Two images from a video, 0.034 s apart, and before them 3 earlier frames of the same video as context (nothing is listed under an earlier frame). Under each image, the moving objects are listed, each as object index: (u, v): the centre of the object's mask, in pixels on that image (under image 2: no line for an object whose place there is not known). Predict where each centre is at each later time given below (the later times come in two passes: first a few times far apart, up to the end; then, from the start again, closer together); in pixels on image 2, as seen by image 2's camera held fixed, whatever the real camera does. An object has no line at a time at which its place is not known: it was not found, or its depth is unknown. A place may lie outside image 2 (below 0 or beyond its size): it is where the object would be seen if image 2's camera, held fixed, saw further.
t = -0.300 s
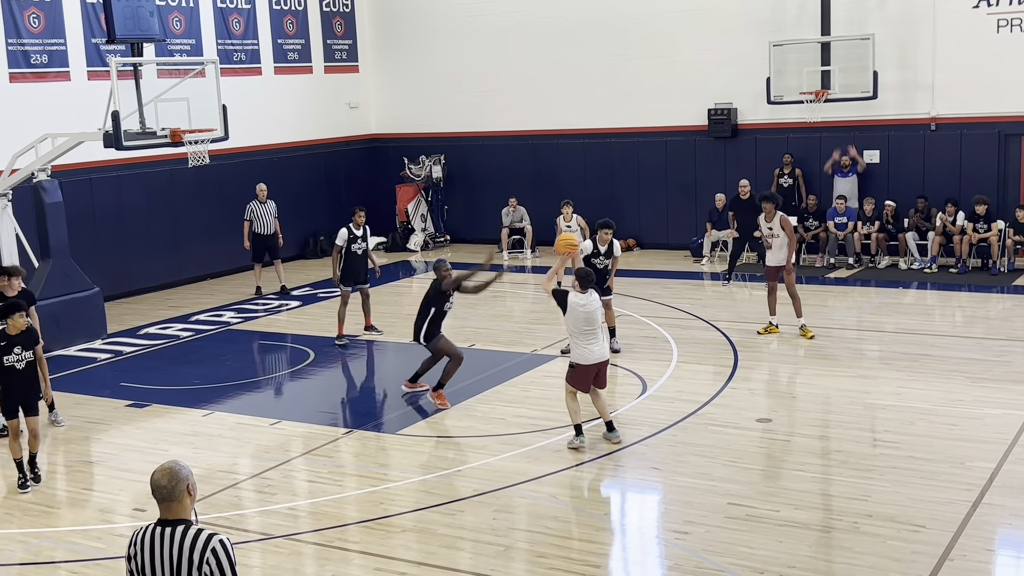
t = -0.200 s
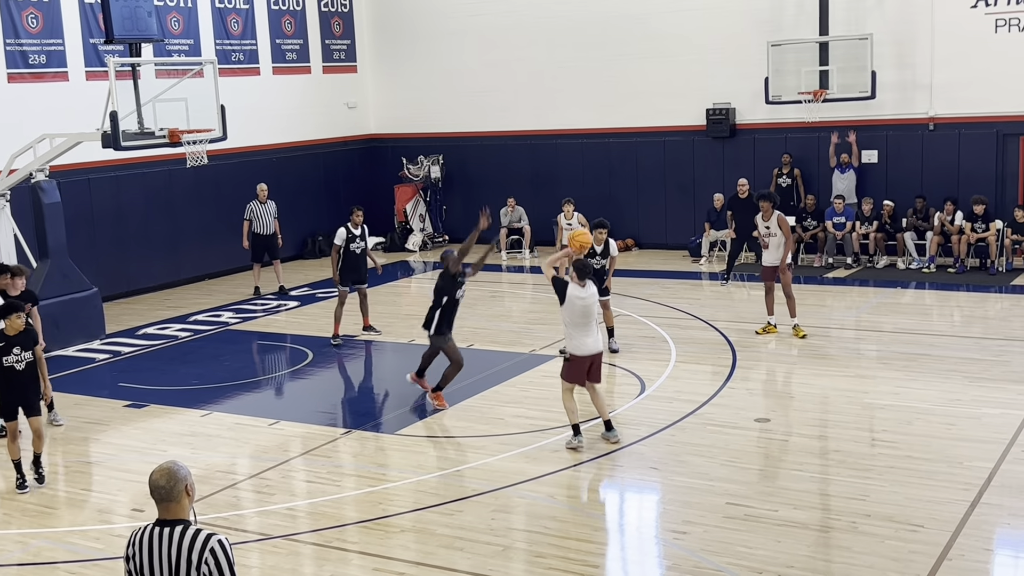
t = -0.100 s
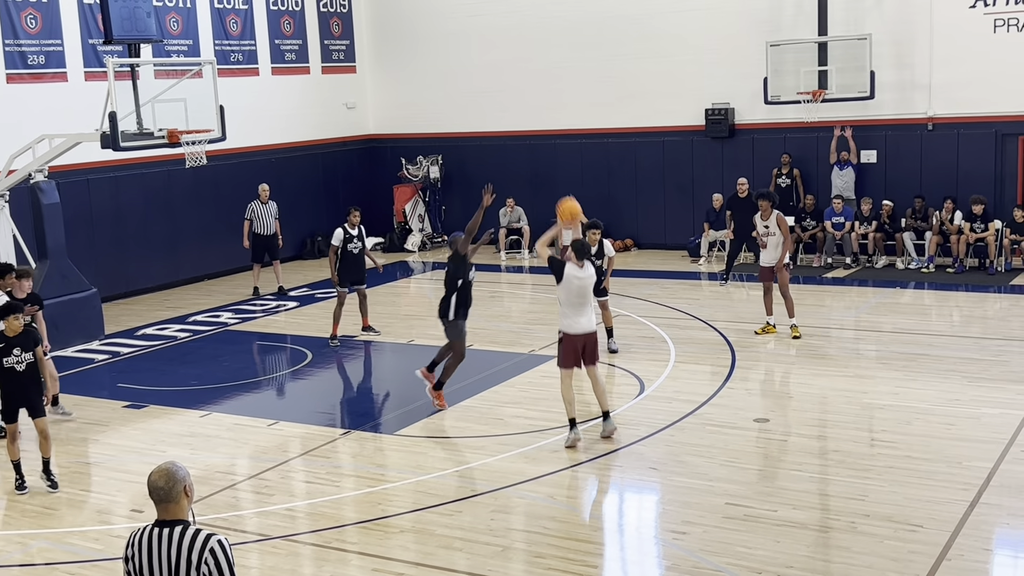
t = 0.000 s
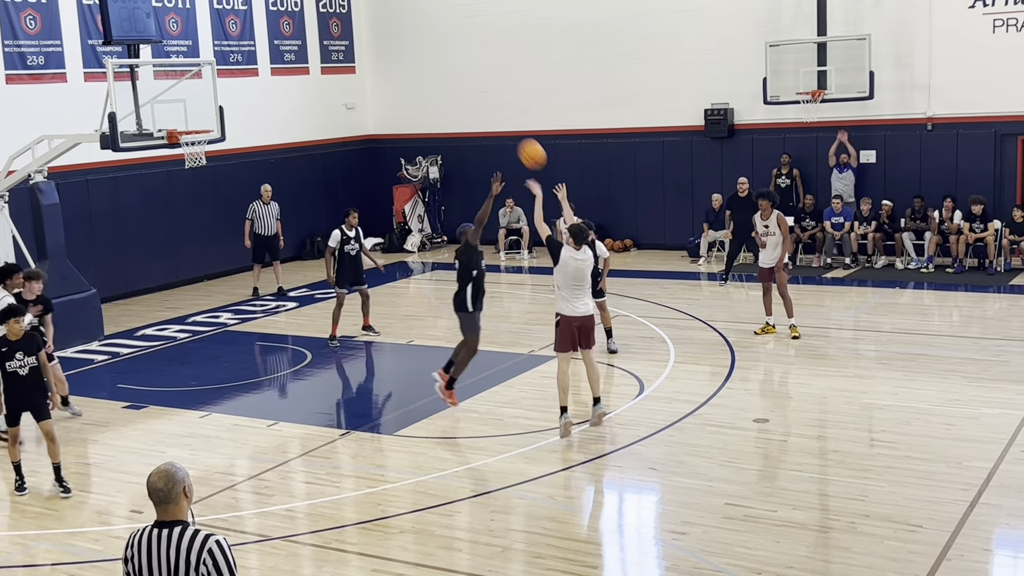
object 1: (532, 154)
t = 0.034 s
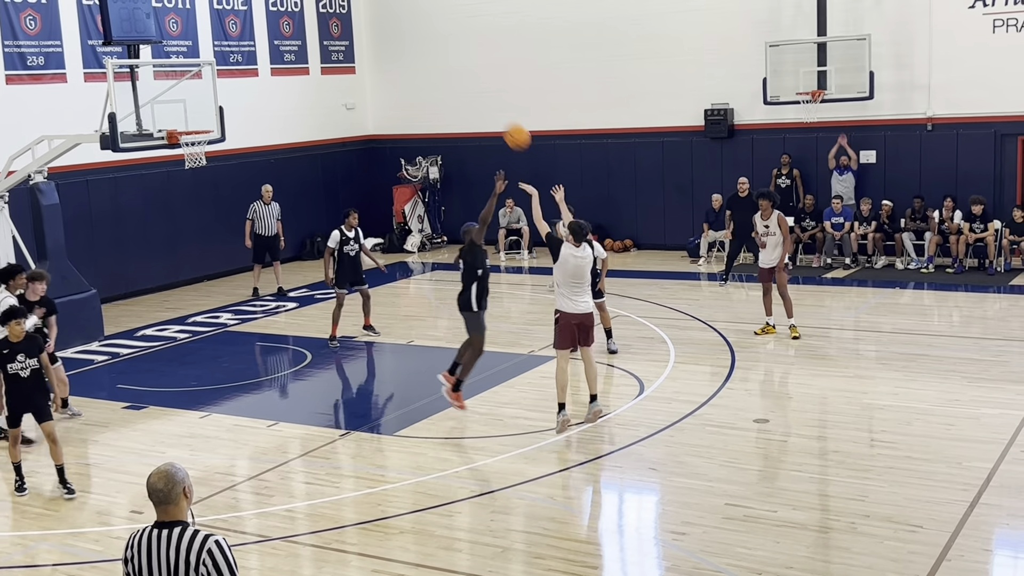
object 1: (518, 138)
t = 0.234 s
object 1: (429, 49)
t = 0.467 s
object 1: (342, 4)
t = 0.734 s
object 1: (258, 15)
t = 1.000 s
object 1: (190, 81)
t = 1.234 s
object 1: (181, 97)
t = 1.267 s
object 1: (184, 90)
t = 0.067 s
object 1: (501, 118)
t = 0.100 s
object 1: (486, 101)
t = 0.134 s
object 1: (472, 86)
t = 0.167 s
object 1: (457, 73)
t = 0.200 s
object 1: (443, 60)
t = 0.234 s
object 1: (429, 49)
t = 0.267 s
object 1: (416, 39)
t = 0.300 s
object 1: (403, 30)
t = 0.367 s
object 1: (377, 16)
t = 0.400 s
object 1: (365, 11)
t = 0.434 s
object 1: (353, 7)
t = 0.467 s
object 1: (342, 4)
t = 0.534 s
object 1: (319, 1)
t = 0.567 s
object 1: (308, 0)
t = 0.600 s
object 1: (297, 2)
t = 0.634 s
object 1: (287, 4)
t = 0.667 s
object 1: (277, 7)
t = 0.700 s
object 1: (268, 11)
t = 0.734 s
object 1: (258, 15)
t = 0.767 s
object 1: (248, 21)
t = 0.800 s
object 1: (240, 27)
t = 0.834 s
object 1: (230, 34)
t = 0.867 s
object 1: (222, 42)
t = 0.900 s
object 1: (214, 50)
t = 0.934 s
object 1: (205, 60)
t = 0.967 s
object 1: (197, 70)
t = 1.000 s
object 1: (190, 81)
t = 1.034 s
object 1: (183, 92)
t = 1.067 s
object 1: (176, 105)
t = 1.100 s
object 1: (169, 117)
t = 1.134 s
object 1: (173, 123)
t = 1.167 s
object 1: (175, 113)
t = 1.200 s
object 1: (178, 104)
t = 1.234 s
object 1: (181, 97)
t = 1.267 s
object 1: (184, 90)
